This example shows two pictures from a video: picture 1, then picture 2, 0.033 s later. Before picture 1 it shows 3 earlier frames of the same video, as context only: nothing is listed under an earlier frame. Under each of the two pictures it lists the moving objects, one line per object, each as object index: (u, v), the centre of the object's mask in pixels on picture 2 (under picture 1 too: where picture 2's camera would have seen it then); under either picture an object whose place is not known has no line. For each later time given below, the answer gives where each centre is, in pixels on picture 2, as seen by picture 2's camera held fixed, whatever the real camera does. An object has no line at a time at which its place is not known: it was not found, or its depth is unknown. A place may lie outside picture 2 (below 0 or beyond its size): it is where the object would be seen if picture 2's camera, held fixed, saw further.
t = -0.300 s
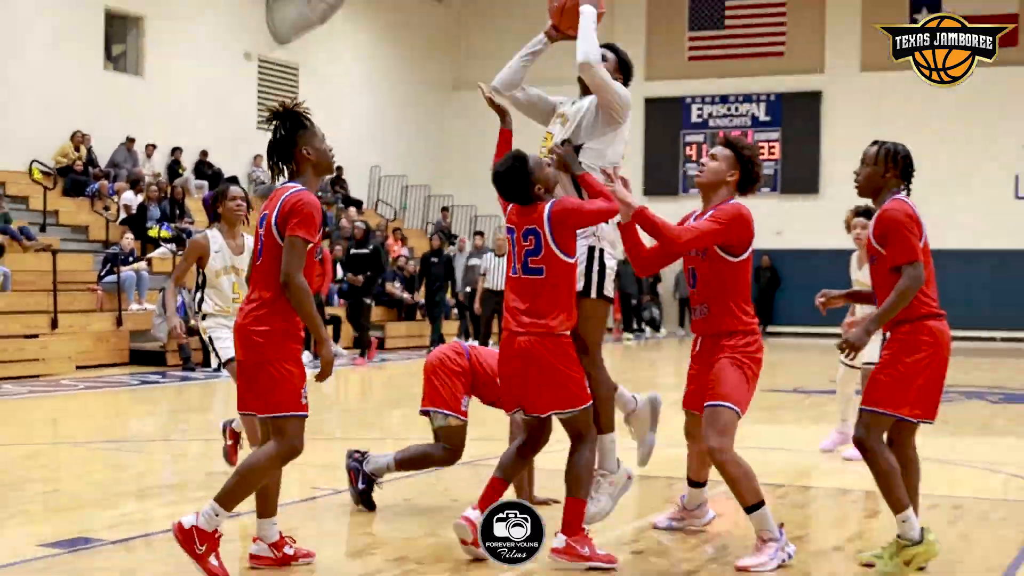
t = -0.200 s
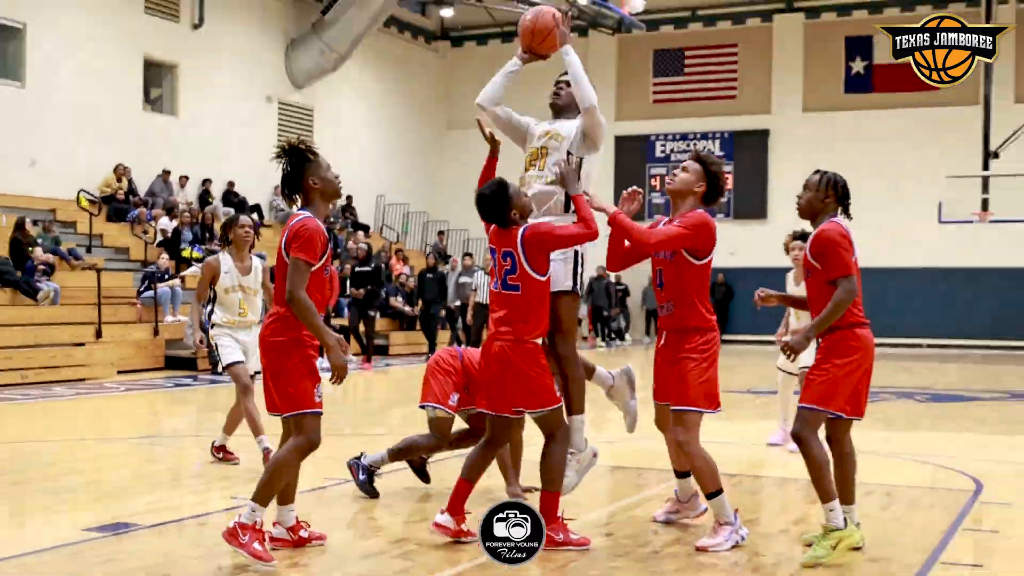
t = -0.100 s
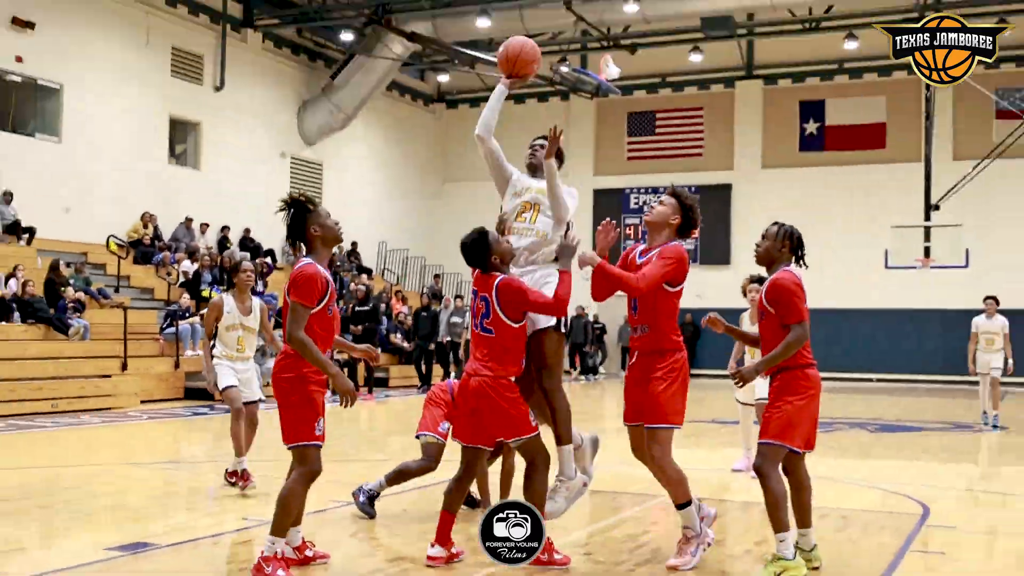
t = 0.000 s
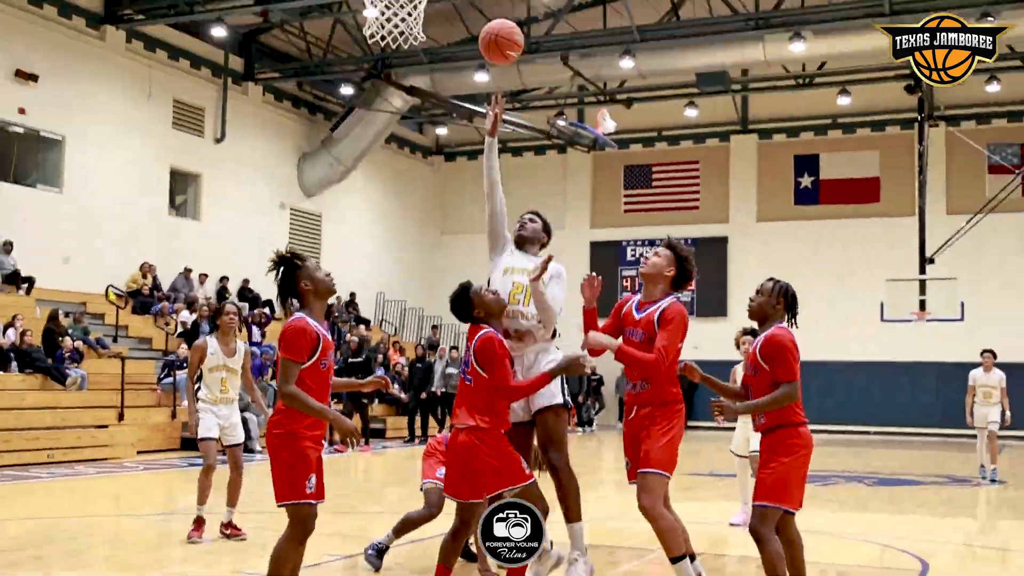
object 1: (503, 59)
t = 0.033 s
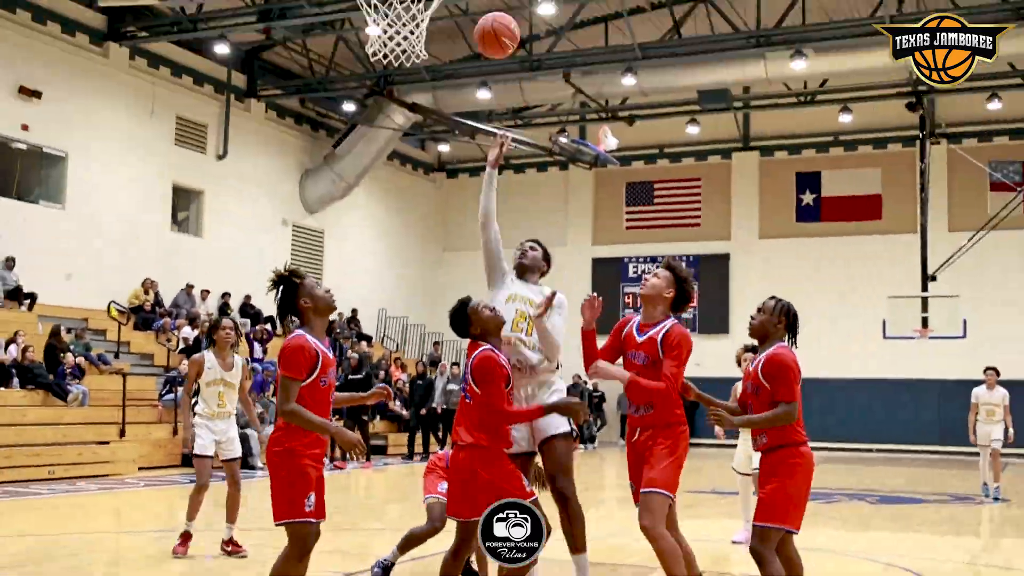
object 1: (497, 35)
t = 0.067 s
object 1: (490, 13)
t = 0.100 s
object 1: (483, -8)
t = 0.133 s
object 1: (477, -21)
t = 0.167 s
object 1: (473, -27)
